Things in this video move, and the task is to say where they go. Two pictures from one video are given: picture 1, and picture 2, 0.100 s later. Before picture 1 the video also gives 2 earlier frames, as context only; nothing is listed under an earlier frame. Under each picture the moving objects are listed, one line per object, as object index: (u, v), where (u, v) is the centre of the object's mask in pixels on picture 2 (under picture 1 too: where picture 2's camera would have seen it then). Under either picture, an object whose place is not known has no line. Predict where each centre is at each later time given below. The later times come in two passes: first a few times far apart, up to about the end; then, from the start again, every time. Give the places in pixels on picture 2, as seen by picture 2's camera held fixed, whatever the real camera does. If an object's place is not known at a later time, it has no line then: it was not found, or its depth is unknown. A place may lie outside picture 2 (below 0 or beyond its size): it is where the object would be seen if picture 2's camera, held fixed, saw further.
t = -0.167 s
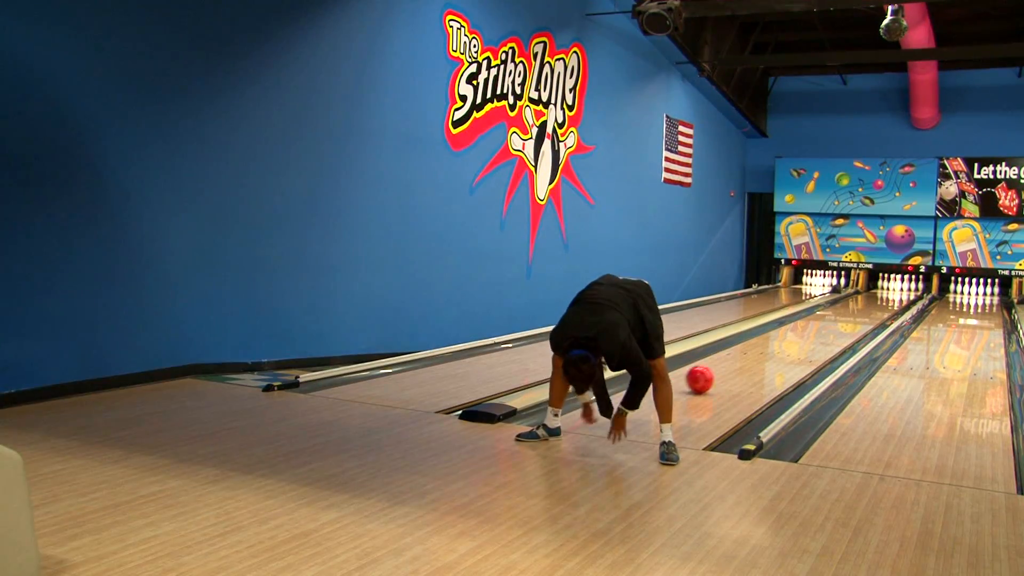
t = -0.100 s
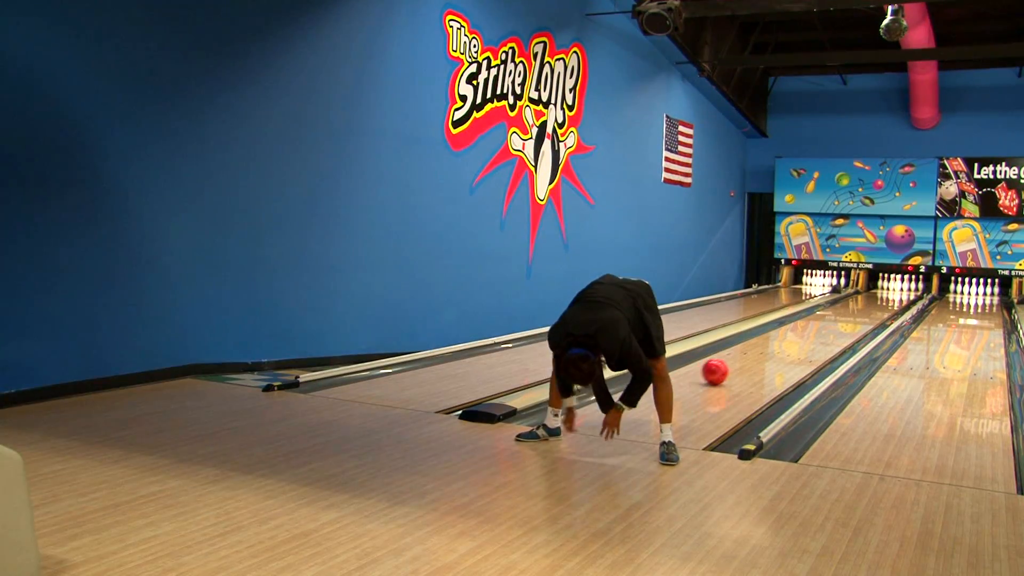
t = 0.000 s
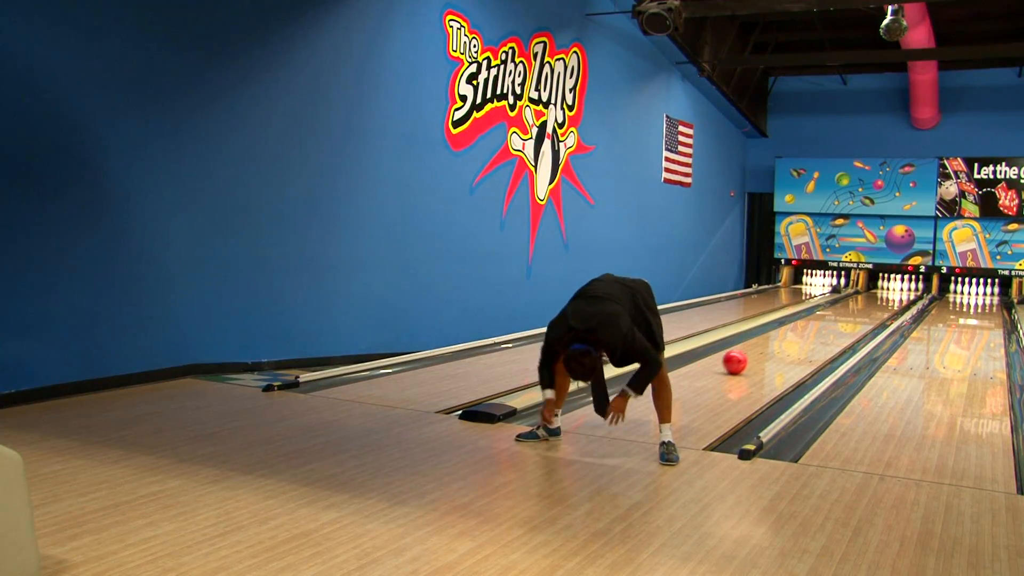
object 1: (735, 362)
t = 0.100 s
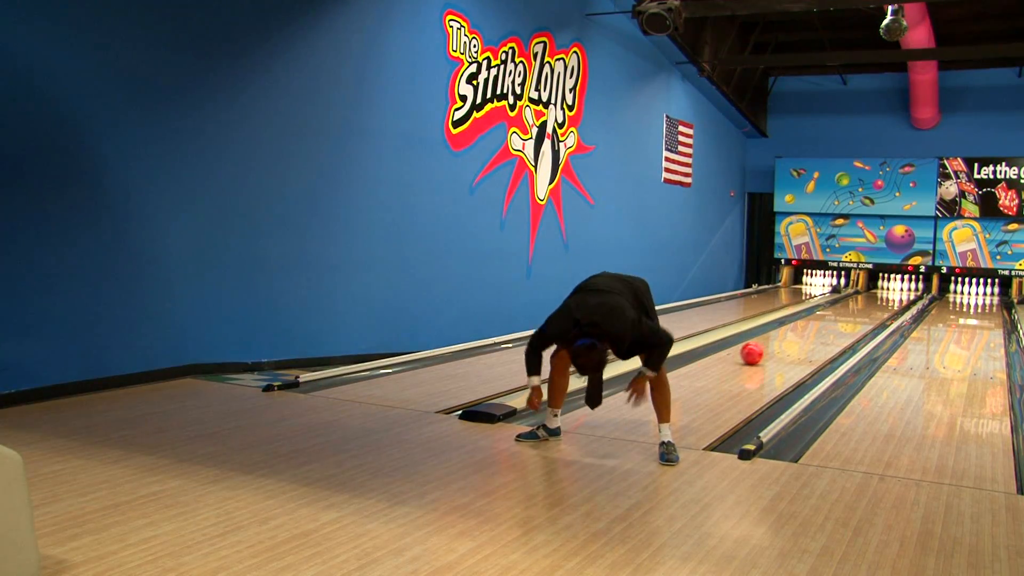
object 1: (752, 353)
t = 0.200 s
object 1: (766, 346)
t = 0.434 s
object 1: (794, 332)
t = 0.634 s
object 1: (813, 323)
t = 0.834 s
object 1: (829, 315)
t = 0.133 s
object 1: (757, 351)
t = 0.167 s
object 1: (762, 348)
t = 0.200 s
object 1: (766, 346)
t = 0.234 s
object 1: (771, 344)
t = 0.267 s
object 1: (775, 342)
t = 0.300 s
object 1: (779, 340)
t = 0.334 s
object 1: (783, 338)
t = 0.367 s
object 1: (787, 335)
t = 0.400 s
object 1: (791, 334)
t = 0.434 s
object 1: (794, 332)
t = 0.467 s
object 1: (798, 330)
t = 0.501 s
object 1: (801, 328)
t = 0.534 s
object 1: (804, 327)
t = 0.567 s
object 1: (807, 326)
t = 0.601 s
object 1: (810, 325)
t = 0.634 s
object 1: (813, 323)
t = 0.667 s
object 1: (816, 322)
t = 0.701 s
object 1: (819, 320)
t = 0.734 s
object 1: (821, 319)
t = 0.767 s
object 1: (824, 318)
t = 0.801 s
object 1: (827, 316)
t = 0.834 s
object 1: (829, 315)
